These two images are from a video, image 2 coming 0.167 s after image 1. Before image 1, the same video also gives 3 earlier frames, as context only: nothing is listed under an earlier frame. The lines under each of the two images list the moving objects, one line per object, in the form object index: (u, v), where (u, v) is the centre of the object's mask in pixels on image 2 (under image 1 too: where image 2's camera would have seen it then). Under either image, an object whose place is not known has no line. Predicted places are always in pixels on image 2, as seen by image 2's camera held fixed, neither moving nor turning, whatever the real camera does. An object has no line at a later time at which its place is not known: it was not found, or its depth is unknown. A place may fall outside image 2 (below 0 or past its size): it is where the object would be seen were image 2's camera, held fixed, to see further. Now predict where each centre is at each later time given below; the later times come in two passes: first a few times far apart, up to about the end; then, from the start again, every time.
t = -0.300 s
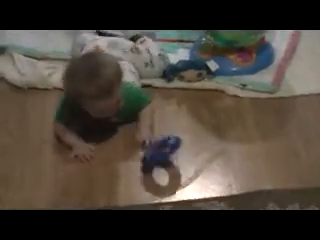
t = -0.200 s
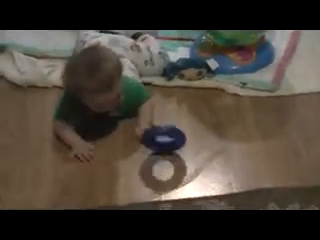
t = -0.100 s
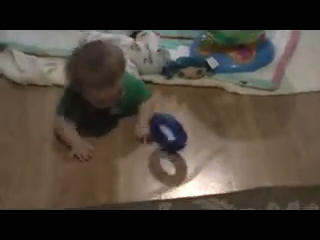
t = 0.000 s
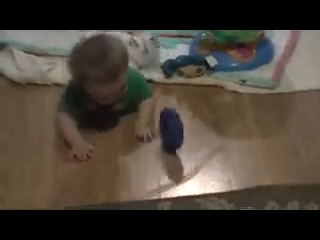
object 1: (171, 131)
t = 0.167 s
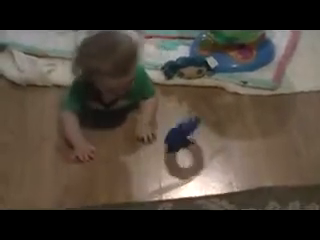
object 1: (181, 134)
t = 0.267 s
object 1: (194, 137)
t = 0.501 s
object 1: (191, 140)
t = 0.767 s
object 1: (204, 148)
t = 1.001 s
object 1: (206, 151)
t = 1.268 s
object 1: (213, 158)
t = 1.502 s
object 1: (217, 163)
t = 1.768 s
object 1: (220, 166)
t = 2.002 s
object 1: (224, 167)
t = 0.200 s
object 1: (185, 134)
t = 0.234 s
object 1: (189, 137)
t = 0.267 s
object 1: (194, 137)
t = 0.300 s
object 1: (196, 137)
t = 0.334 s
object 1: (196, 137)
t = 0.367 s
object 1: (196, 139)
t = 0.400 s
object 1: (195, 139)
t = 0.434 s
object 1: (194, 140)
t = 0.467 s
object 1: (193, 140)
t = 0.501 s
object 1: (191, 140)
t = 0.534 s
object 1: (191, 140)
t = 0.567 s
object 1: (191, 139)
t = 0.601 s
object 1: (191, 140)
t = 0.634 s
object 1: (192, 141)
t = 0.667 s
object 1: (194, 142)
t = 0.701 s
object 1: (196, 144)
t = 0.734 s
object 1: (200, 147)
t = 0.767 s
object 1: (204, 148)
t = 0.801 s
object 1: (207, 149)
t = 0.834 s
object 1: (208, 150)
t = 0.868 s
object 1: (208, 149)
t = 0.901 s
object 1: (207, 149)
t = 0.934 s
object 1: (205, 149)
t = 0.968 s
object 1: (205, 150)
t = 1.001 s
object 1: (206, 151)
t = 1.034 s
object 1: (207, 152)
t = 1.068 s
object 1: (209, 154)
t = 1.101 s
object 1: (212, 157)
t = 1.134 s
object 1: (213, 158)
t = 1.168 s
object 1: (213, 157)
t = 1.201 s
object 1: (213, 156)
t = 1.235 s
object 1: (213, 157)
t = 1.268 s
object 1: (213, 158)
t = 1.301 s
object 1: (214, 160)
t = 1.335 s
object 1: (214, 162)
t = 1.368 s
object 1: (215, 162)
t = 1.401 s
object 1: (216, 162)
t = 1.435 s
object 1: (216, 162)
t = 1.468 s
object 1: (216, 162)
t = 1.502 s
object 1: (217, 163)
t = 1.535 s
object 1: (216, 164)
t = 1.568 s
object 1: (217, 165)
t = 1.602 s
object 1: (218, 165)
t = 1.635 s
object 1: (219, 165)
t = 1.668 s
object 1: (219, 165)
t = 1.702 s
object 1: (219, 165)
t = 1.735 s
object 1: (219, 166)
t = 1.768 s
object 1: (220, 166)
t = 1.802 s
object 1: (220, 166)
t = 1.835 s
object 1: (221, 166)
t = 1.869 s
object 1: (222, 167)
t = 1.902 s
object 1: (222, 167)
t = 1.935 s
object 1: (222, 167)
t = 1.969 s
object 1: (223, 167)
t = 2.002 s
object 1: (224, 167)
